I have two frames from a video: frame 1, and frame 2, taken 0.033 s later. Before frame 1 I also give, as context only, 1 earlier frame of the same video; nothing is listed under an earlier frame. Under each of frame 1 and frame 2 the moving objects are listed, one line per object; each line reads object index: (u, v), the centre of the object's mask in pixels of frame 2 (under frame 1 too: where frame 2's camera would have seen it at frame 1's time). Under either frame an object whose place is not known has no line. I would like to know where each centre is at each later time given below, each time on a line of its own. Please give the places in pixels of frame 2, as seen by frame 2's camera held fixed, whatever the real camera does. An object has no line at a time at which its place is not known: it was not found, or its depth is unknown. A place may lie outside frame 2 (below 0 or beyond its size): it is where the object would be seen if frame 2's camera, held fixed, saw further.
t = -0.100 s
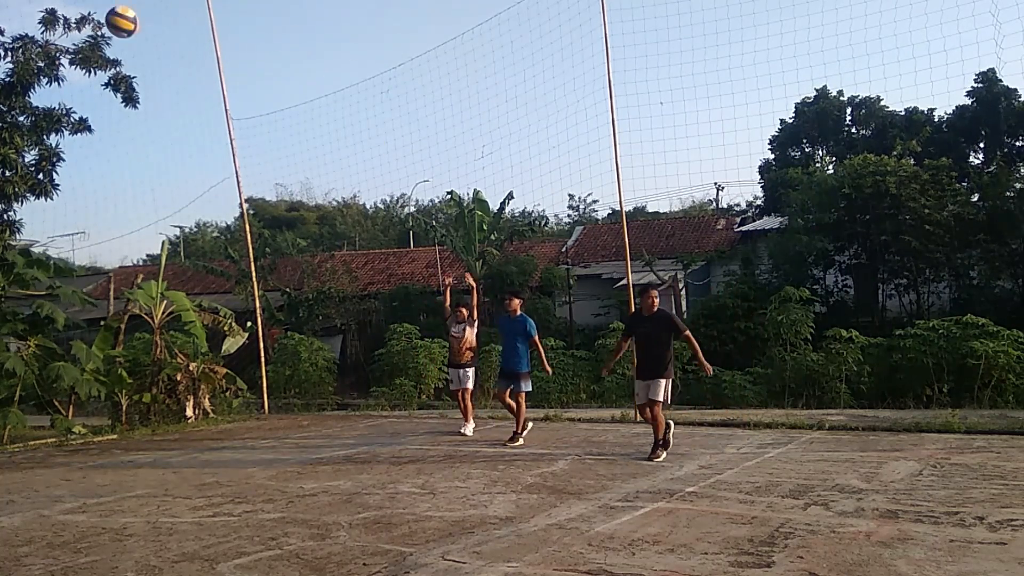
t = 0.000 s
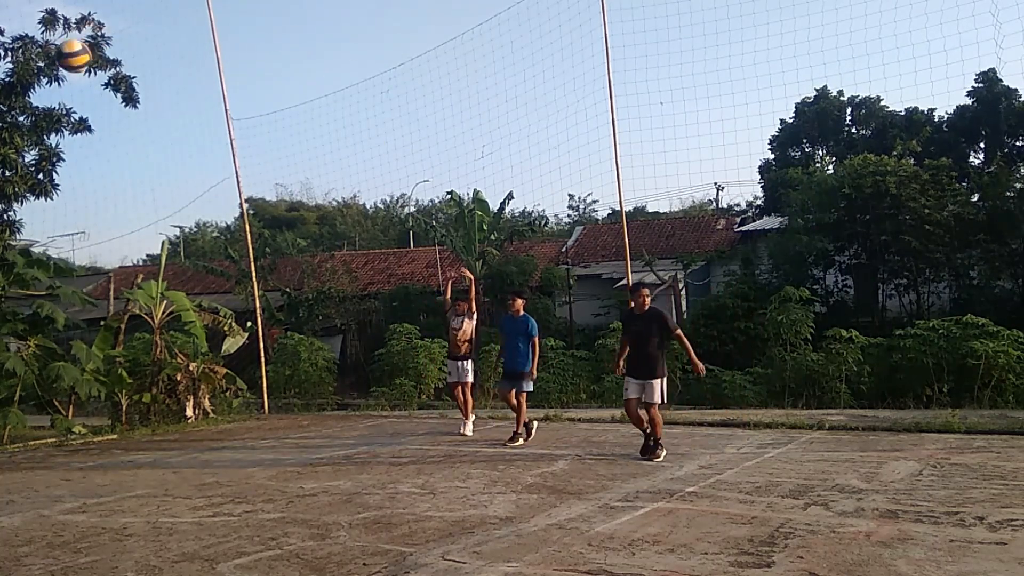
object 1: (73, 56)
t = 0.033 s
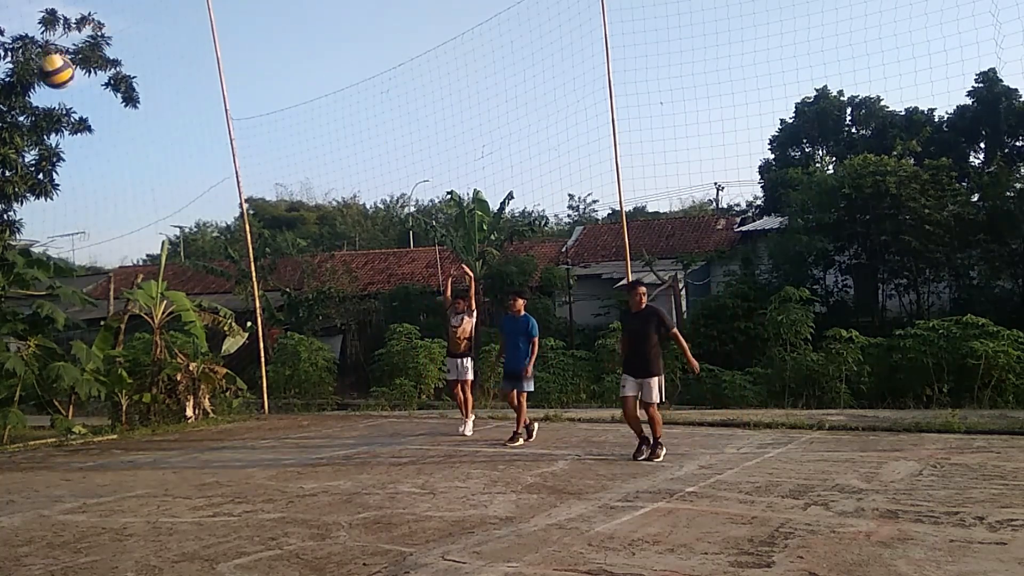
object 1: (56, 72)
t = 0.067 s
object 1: (39, 89)
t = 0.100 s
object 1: (20, 110)
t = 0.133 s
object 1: (9, 134)
